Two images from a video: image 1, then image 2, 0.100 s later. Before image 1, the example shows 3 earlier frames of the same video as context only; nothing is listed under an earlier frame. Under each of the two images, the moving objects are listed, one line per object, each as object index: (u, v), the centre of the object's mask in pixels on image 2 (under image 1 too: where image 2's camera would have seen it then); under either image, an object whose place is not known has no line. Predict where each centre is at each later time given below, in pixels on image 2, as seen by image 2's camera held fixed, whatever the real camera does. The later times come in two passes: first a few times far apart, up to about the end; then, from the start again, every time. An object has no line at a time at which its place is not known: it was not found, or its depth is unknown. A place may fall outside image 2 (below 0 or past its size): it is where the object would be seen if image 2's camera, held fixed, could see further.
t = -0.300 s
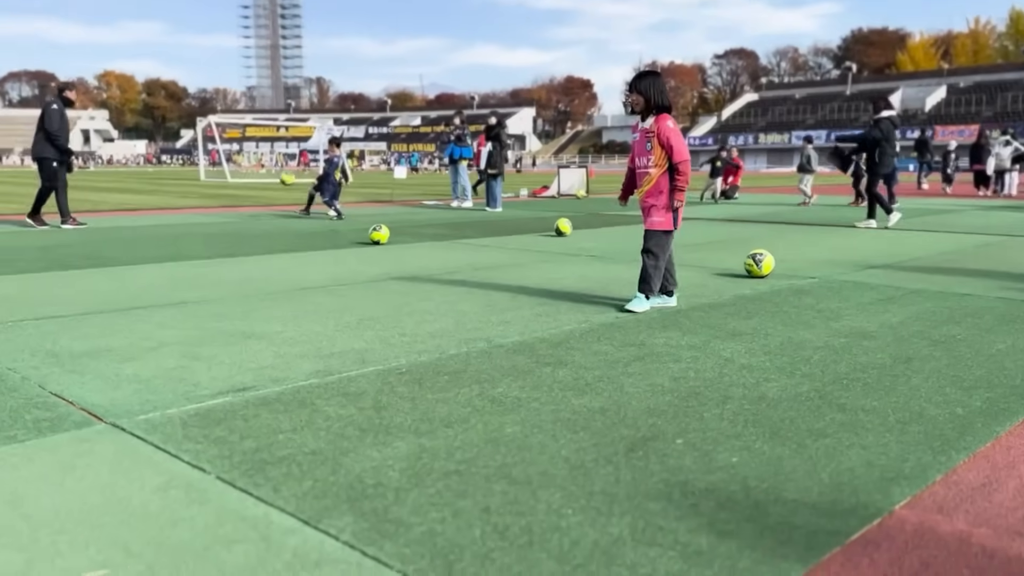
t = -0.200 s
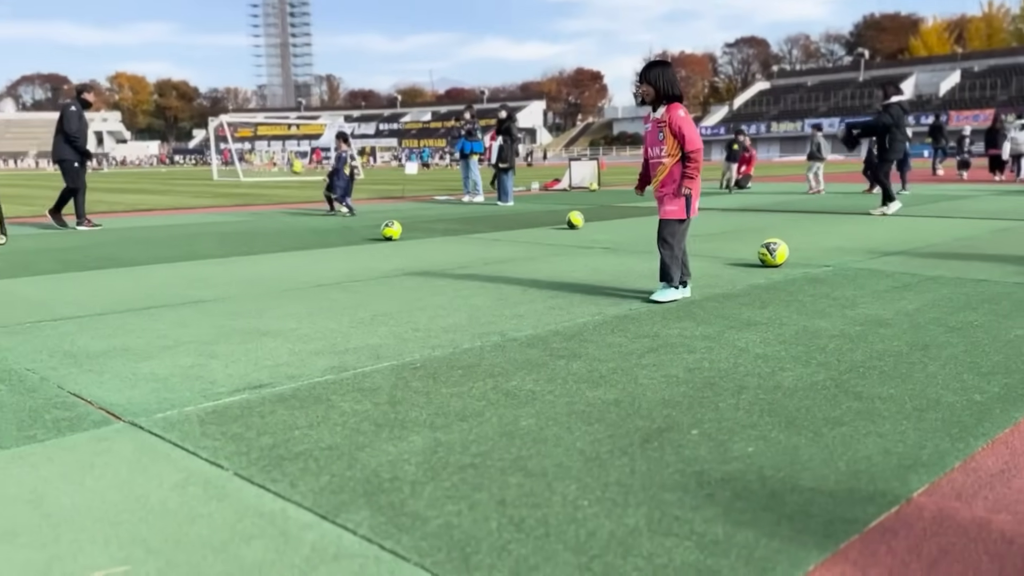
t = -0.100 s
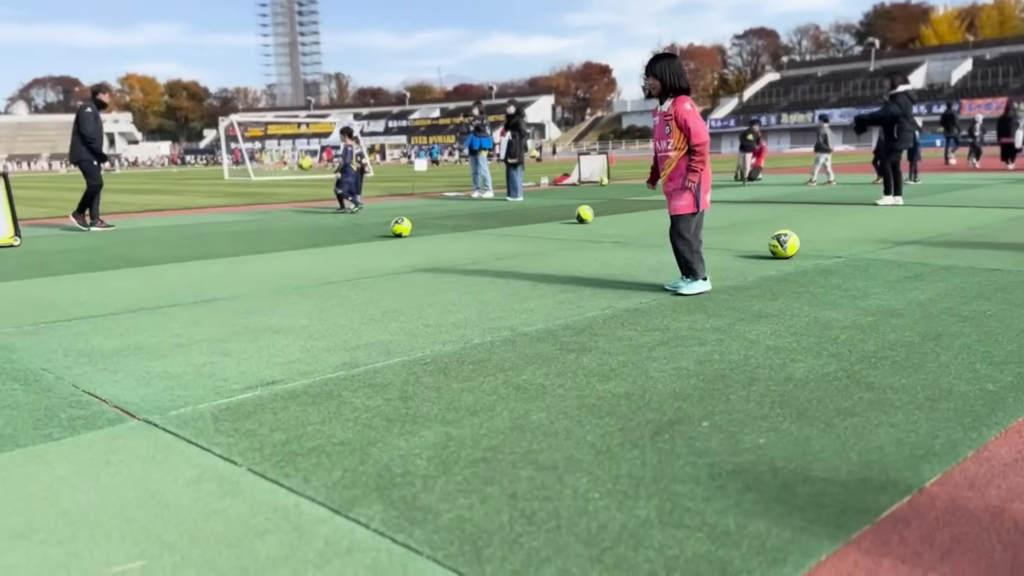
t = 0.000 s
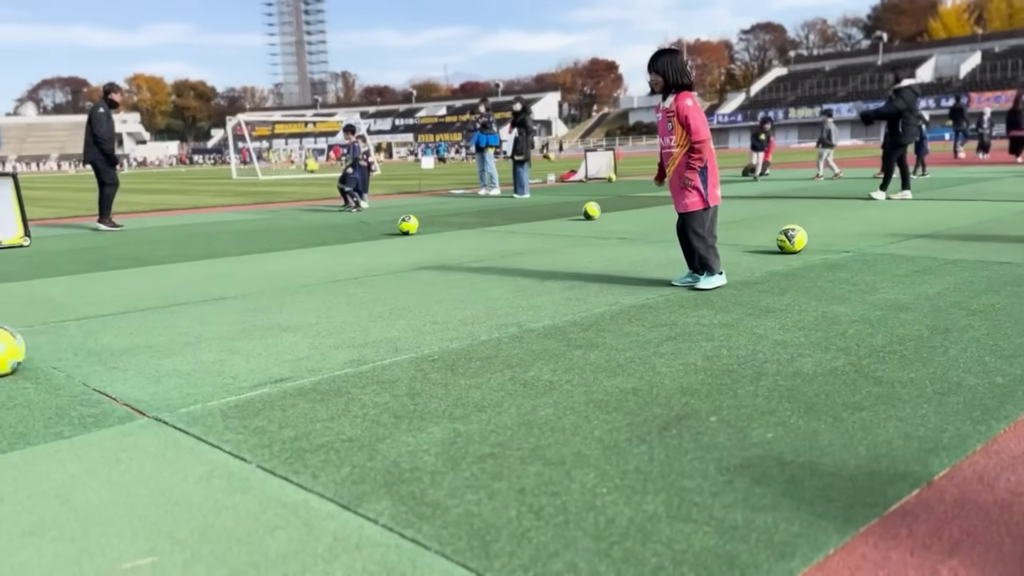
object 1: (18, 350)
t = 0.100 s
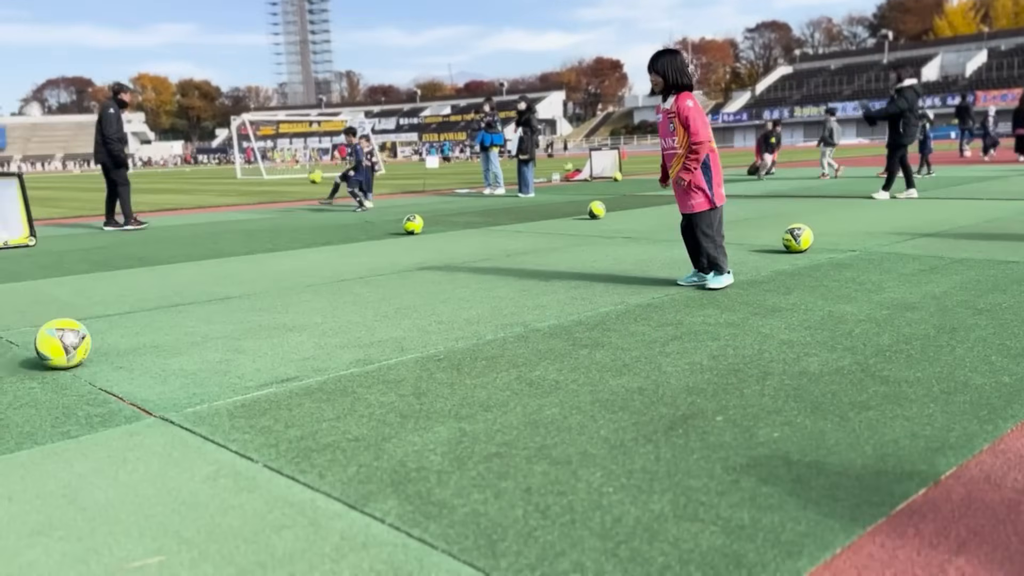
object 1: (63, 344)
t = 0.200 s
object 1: (119, 336)
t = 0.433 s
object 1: (240, 321)
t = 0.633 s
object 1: (329, 311)
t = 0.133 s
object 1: (82, 341)
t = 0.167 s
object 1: (101, 339)
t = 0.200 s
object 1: (119, 336)
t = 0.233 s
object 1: (138, 334)
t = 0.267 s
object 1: (156, 332)
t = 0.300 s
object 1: (173, 330)
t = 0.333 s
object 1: (190, 328)
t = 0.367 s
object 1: (208, 325)
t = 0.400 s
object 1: (224, 324)
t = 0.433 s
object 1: (240, 321)
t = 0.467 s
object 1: (256, 320)
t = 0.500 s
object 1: (271, 318)
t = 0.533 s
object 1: (286, 316)
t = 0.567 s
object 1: (301, 314)
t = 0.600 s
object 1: (316, 313)
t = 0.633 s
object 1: (329, 311)
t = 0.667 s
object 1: (344, 309)
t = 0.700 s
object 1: (357, 307)
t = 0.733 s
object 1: (371, 306)
